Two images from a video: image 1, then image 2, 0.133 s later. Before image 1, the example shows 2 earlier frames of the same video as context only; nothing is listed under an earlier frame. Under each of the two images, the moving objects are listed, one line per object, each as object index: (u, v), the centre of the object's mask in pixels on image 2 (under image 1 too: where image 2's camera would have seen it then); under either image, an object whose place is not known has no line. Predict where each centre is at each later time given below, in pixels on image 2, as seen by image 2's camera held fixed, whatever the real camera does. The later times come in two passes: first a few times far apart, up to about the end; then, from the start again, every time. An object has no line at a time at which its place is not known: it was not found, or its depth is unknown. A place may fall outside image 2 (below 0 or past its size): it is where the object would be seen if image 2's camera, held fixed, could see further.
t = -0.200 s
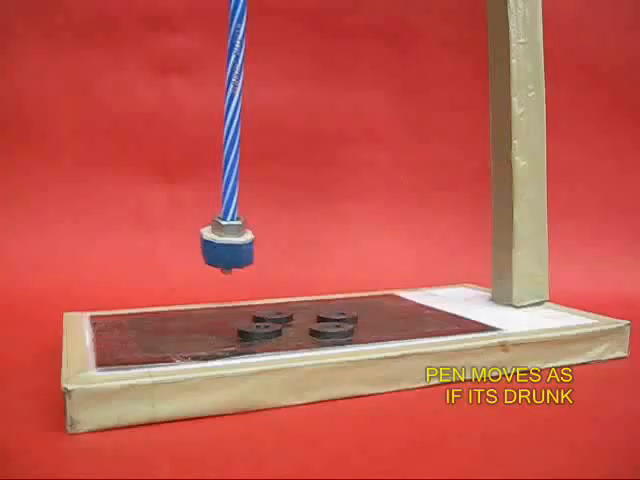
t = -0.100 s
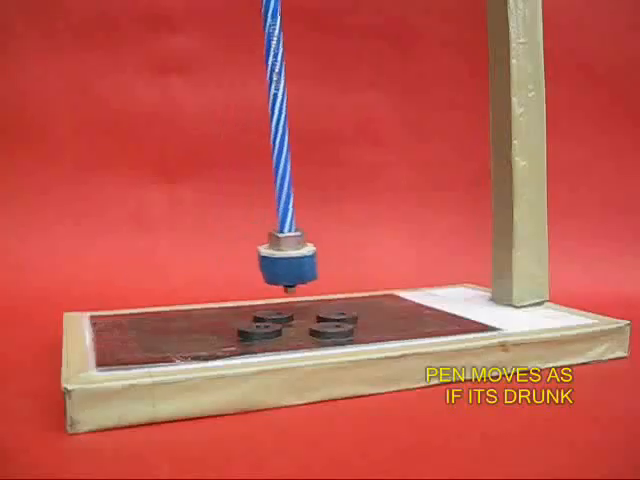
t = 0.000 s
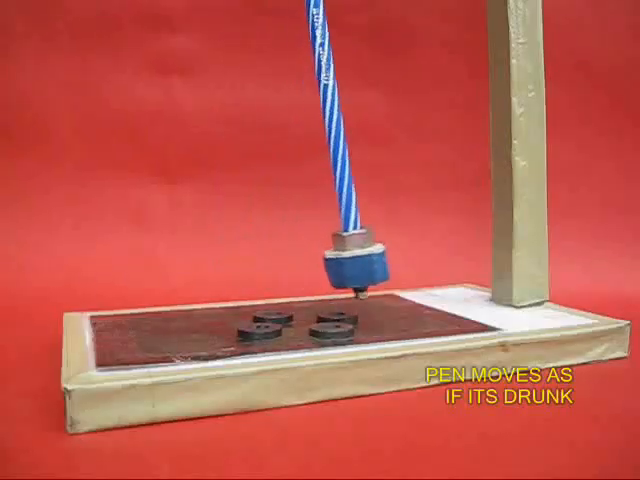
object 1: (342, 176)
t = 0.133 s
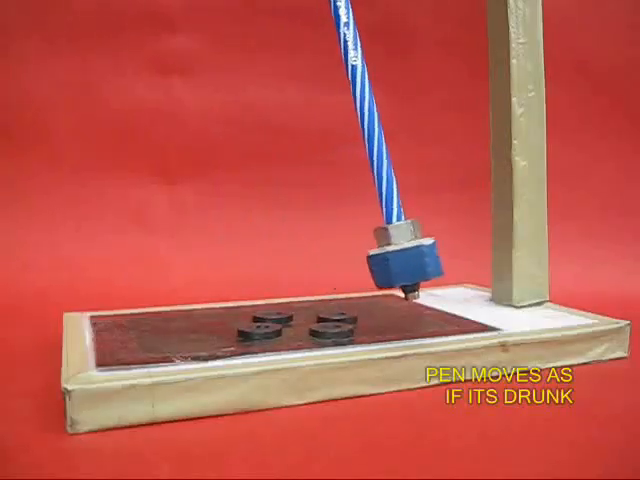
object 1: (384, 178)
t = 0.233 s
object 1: (347, 183)
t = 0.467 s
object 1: (167, 180)
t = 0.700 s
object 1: (194, 173)
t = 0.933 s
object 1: (334, 159)
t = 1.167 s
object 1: (332, 175)
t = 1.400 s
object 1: (318, 190)
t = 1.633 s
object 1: (206, 181)
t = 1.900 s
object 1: (229, 164)
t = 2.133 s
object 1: (350, 164)
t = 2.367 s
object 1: (333, 175)
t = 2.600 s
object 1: (231, 191)
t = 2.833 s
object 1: (216, 185)
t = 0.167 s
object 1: (378, 179)
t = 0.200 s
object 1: (366, 182)
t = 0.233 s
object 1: (347, 183)
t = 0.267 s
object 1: (323, 185)
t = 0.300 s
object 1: (297, 187)
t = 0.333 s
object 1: (271, 186)
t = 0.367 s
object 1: (246, 184)
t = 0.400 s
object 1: (217, 184)
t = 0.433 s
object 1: (190, 182)
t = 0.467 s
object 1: (167, 180)
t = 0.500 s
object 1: (151, 178)
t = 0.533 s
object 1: (142, 175)
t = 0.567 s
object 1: (140, 174)
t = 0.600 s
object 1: (145, 172)
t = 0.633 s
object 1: (156, 173)
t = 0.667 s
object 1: (173, 173)
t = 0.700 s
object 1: (194, 173)
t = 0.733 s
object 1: (218, 173)
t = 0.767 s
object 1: (245, 173)
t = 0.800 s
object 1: (267, 172)
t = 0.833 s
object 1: (286, 167)
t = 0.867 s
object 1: (305, 164)
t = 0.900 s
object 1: (321, 161)
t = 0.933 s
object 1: (334, 159)
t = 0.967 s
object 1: (344, 158)
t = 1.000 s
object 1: (350, 157)
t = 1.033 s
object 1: (353, 159)
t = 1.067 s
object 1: (351, 162)
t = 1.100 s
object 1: (346, 166)
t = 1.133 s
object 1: (338, 171)
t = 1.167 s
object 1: (332, 175)
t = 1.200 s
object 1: (330, 178)
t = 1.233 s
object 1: (331, 182)
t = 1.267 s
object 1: (334, 183)
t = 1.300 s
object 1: (337, 185)
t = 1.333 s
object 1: (335, 186)
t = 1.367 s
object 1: (328, 188)
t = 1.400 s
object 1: (318, 190)
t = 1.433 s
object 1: (303, 191)
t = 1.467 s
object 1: (287, 191)
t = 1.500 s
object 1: (270, 191)
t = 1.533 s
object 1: (255, 189)
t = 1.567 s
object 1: (241, 187)
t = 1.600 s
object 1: (224, 184)
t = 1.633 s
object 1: (206, 181)
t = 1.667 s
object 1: (193, 178)
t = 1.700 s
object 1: (186, 174)
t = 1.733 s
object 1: (184, 170)
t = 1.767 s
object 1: (185, 167)
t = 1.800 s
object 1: (191, 165)
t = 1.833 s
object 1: (201, 164)
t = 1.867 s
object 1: (214, 164)
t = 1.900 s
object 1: (229, 164)
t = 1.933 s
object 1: (246, 168)
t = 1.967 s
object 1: (265, 167)
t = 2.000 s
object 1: (283, 167)
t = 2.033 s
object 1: (304, 168)
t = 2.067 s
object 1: (321, 168)
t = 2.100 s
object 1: (336, 165)
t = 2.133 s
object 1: (350, 164)
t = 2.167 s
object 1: (361, 163)
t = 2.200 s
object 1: (367, 162)
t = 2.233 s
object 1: (368, 163)
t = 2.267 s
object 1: (364, 165)
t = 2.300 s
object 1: (356, 168)
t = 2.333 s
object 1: (344, 171)
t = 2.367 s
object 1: (333, 175)
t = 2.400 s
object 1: (324, 178)
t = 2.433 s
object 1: (315, 181)
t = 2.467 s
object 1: (302, 183)
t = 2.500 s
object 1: (283, 186)
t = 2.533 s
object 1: (264, 188)
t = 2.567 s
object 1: (247, 190)
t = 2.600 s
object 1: (231, 191)
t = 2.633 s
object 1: (217, 191)
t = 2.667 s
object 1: (205, 191)
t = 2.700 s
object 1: (198, 190)
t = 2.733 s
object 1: (196, 190)
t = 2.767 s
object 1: (199, 188)
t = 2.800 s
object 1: (206, 188)
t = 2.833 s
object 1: (216, 185)
